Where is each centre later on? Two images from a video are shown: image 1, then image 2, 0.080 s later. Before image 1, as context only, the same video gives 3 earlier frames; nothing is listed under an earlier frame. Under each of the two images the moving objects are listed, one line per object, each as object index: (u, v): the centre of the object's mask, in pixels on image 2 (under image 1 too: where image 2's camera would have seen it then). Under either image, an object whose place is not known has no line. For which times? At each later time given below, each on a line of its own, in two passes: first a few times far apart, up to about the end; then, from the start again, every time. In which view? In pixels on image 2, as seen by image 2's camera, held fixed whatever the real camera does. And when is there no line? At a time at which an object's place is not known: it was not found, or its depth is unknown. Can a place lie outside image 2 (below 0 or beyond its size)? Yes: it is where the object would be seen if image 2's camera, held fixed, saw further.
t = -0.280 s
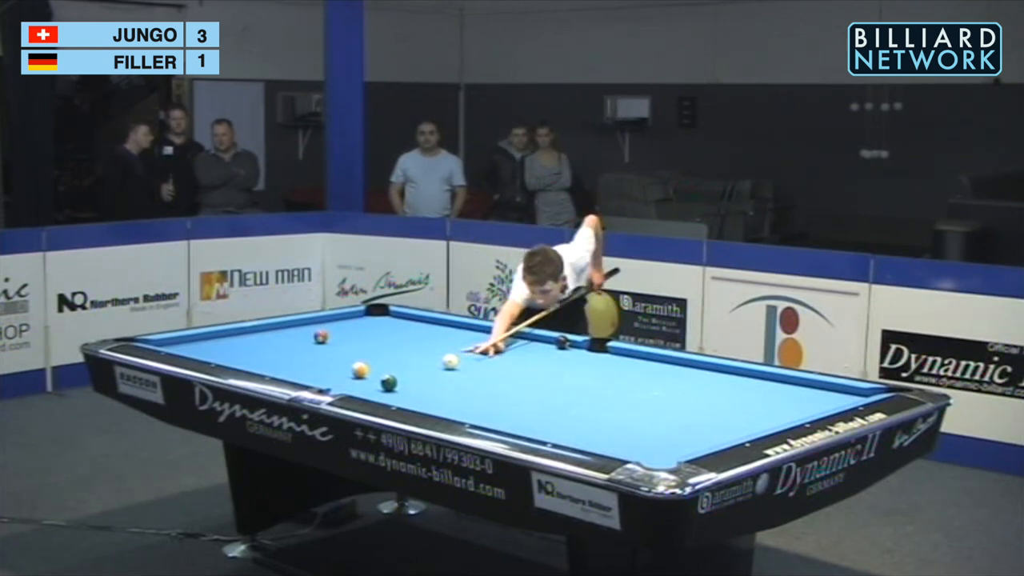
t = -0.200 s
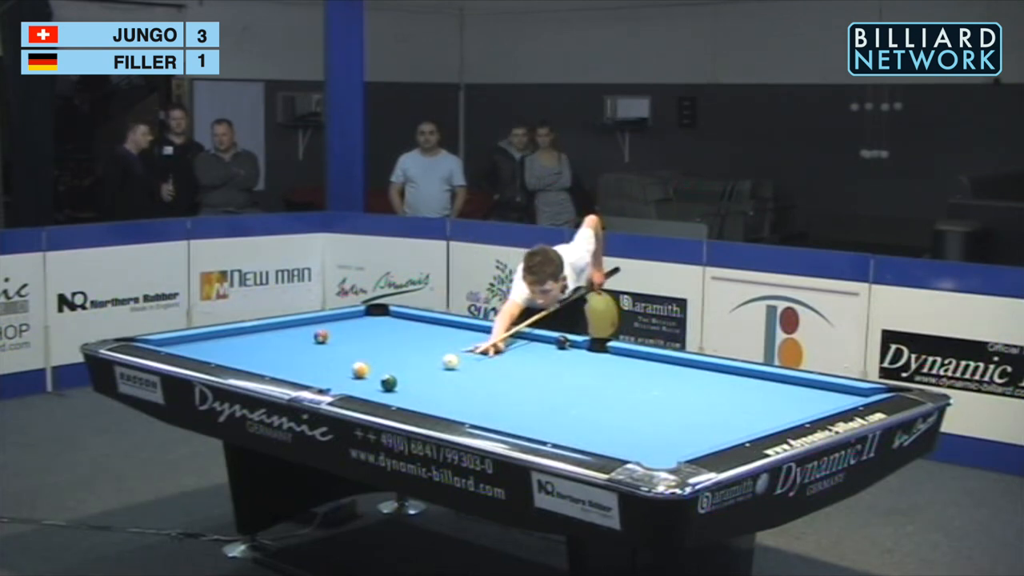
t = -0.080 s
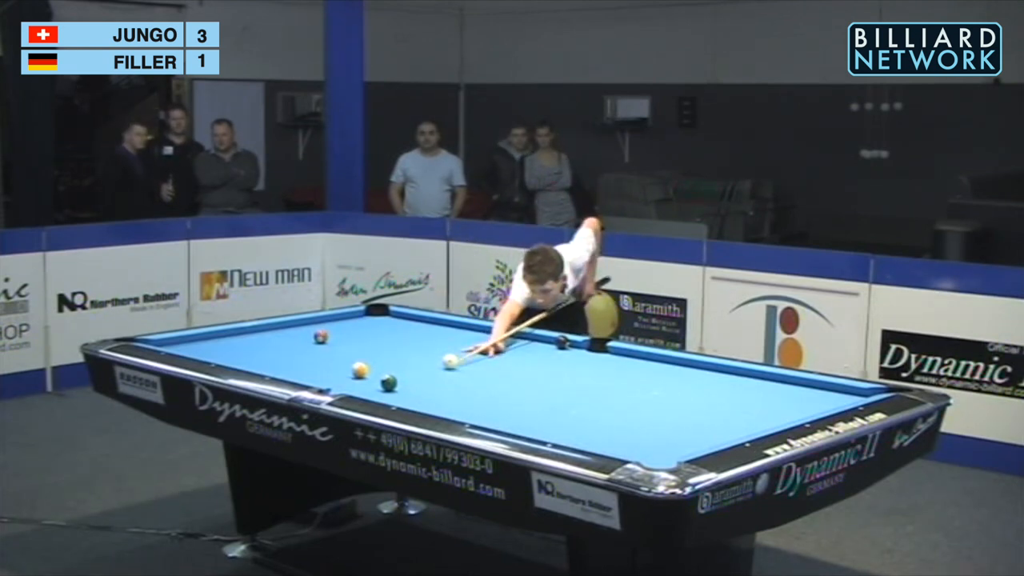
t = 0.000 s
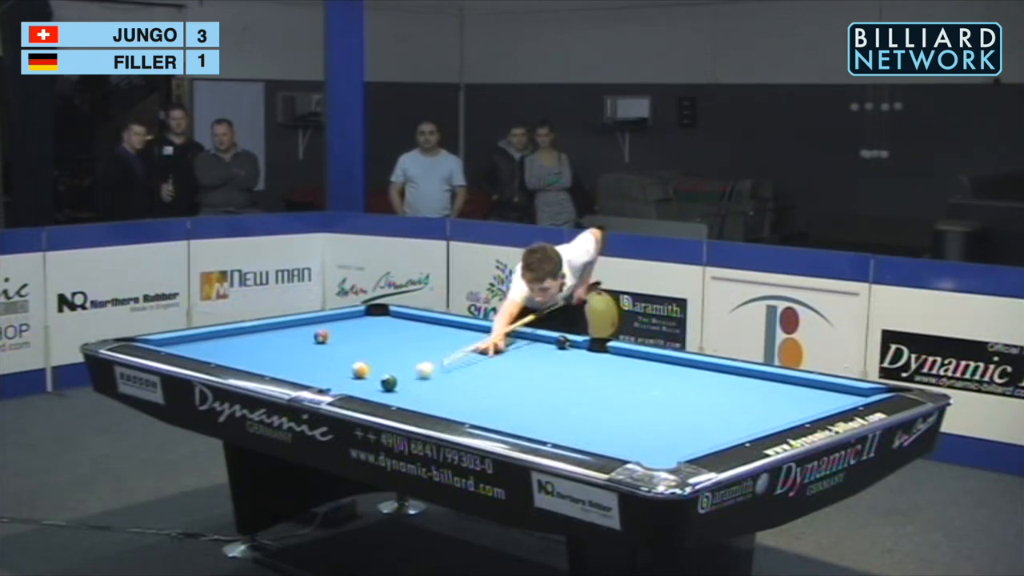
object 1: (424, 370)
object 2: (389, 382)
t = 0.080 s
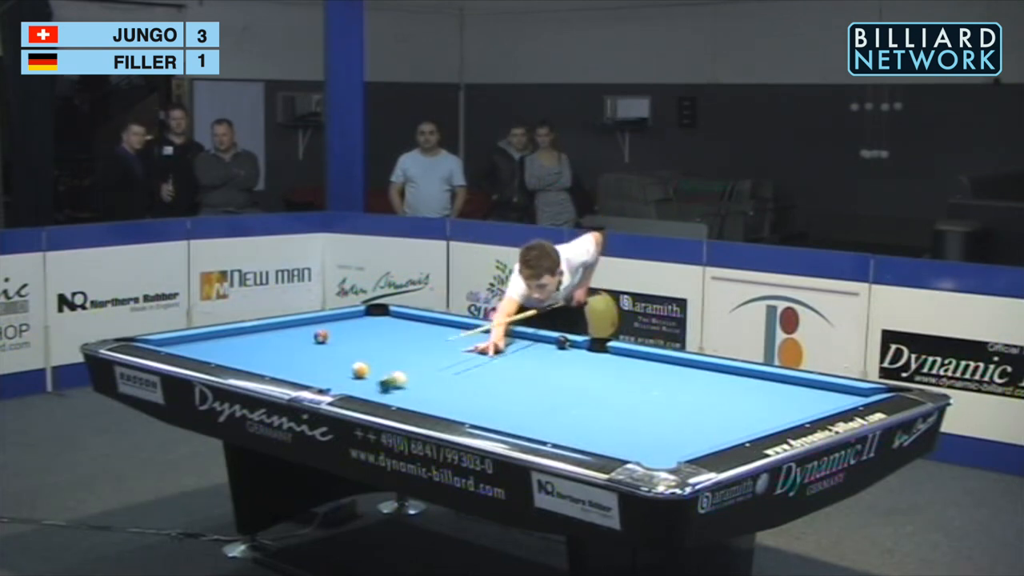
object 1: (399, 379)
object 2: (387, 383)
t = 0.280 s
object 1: (405, 378)
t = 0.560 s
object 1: (419, 373)
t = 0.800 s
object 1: (430, 370)
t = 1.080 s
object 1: (442, 366)
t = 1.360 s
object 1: (452, 363)
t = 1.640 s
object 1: (461, 360)
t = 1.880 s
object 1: (468, 358)
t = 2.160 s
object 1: (475, 356)
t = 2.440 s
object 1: (482, 354)
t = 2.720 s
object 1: (488, 352)
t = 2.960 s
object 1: (492, 351)
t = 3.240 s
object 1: (496, 350)
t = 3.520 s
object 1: (499, 349)
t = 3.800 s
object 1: (500, 349)
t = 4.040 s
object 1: (501, 349)
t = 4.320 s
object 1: (501, 349)
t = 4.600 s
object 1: (501, 349)
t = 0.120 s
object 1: (398, 379)
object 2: (371, 388)
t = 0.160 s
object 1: (399, 379)
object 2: (355, 390)
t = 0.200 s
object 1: (400, 378)
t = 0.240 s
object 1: (403, 378)
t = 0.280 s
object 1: (405, 378)
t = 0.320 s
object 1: (407, 377)
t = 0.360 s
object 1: (409, 376)
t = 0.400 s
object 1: (411, 376)
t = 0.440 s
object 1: (413, 375)
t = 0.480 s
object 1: (416, 374)
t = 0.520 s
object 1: (417, 374)
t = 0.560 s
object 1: (419, 373)
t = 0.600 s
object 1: (421, 373)
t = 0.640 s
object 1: (423, 372)
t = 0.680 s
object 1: (425, 371)
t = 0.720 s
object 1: (427, 371)
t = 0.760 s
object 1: (428, 370)
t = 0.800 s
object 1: (430, 370)
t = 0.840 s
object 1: (432, 369)
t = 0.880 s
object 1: (434, 369)
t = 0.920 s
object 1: (435, 368)
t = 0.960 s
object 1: (437, 368)
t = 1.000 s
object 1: (439, 367)
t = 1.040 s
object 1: (440, 366)
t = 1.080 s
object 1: (442, 366)
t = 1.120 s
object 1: (444, 366)
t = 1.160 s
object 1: (445, 365)
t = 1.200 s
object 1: (447, 365)
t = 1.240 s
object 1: (448, 364)
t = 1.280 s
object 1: (450, 364)
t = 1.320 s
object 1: (451, 363)
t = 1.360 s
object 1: (452, 363)
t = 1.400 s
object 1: (454, 362)
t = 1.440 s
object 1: (455, 362)
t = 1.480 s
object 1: (456, 362)
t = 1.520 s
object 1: (458, 361)
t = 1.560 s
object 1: (459, 361)
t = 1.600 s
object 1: (460, 360)
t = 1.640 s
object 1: (461, 360)
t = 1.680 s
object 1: (462, 359)
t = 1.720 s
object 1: (464, 359)
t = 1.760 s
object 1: (465, 359)
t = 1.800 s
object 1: (466, 359)
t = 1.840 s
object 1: (467, 358)
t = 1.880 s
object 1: (468, 358)
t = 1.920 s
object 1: (469, 357)
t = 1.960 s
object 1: (470, 357)
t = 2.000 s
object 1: (471, 357)
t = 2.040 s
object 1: (472, 356)
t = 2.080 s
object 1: (473, 356)
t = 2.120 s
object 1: (474, 356)
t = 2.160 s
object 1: (475, 356)
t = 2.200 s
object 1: (476, 356)
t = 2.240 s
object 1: (477, 355)
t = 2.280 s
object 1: (478, 355)
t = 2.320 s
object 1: (479, 355)
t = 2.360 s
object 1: (480, 354)
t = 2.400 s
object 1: (481, 354)
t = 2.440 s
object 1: (482, 354)
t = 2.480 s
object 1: (483, 353)
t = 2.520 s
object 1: (483, 353)
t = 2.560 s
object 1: (484, 353)
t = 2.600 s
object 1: (485, 353)
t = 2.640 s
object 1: (486, 353)
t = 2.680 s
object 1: (487, 353)
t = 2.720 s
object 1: (488, 352)
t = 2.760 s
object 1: (488, 352)
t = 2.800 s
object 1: (489, 352)
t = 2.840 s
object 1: (490, 352)
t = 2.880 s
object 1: (490, 351)
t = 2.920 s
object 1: (491, 351)
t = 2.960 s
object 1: (492, 351)
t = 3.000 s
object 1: (492, 351)
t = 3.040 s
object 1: (493, 351)
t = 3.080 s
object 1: (493, 351)
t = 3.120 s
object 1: (494, 351)
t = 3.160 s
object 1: (494, 350)
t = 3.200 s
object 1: (495, 350)
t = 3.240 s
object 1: (496, 350)
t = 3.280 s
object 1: (496, 350)
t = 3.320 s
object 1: (496, 350)
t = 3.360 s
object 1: (497, 350)
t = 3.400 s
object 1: (497, 350)
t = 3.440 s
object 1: (498, 350)
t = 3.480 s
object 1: (499, 349)
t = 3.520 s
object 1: (499, 349)
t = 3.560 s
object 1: (499, 349)
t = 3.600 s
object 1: (499, 349)
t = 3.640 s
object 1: (500, 349)
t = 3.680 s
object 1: (500, 349)
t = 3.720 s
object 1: (500, 349)
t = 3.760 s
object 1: (500, 349)
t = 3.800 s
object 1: (500, 349)
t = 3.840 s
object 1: (500, 349)
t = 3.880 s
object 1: (501, 349)
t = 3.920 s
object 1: (500, 349)
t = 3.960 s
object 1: (501, 349)
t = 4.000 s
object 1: (501, 349)
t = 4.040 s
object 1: (501, 349)
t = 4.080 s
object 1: (501, 349)
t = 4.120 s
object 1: (501, 349)
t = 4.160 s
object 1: (501, 349)
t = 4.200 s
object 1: (501, 349)
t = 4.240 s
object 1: (501, 349)
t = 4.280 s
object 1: (501, 349)
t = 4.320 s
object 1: (501, 349)
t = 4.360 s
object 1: (501, 349)
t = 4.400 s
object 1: (501, 349)
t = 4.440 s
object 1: (501, 349)
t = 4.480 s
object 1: (501, 349)
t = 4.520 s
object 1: (501, 349)
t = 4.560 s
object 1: (501, 349)
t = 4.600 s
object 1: (501, 349)
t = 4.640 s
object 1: (501, 349)
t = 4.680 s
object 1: (501, 349)
